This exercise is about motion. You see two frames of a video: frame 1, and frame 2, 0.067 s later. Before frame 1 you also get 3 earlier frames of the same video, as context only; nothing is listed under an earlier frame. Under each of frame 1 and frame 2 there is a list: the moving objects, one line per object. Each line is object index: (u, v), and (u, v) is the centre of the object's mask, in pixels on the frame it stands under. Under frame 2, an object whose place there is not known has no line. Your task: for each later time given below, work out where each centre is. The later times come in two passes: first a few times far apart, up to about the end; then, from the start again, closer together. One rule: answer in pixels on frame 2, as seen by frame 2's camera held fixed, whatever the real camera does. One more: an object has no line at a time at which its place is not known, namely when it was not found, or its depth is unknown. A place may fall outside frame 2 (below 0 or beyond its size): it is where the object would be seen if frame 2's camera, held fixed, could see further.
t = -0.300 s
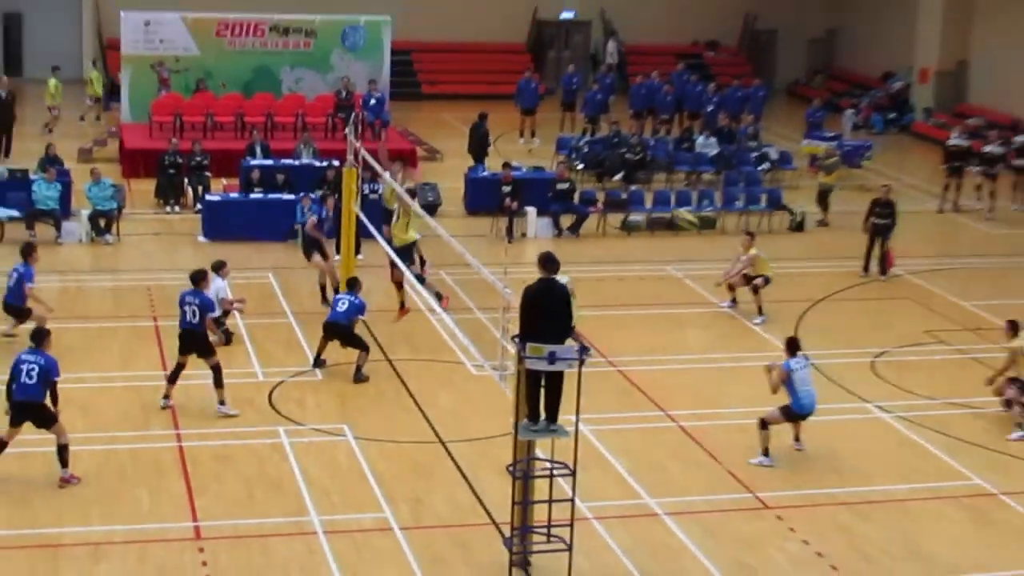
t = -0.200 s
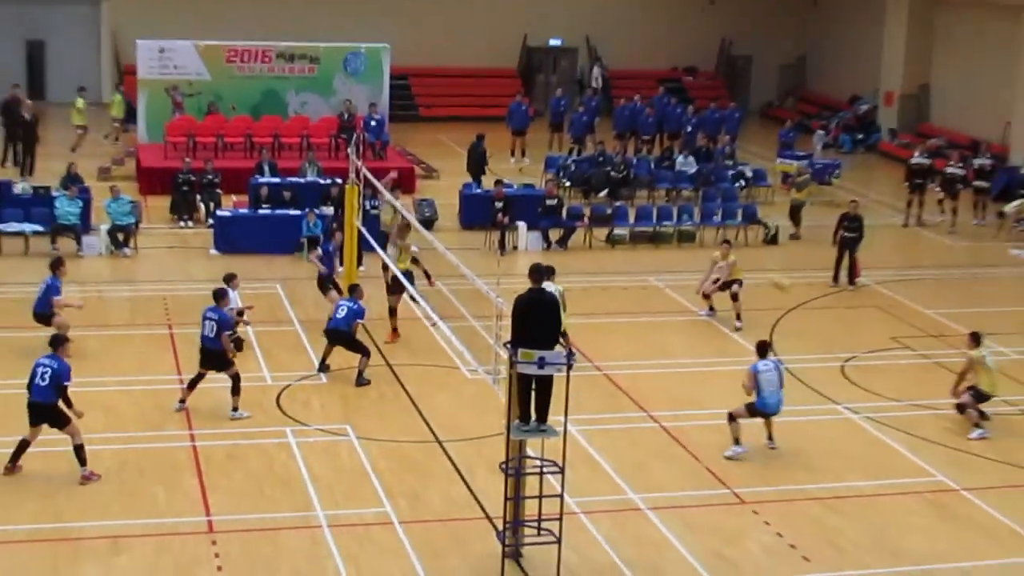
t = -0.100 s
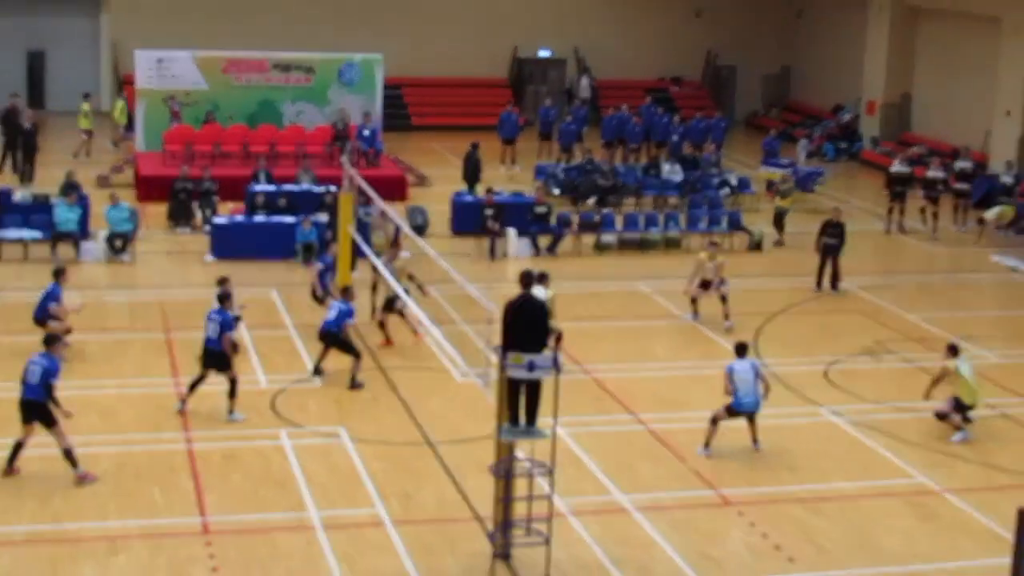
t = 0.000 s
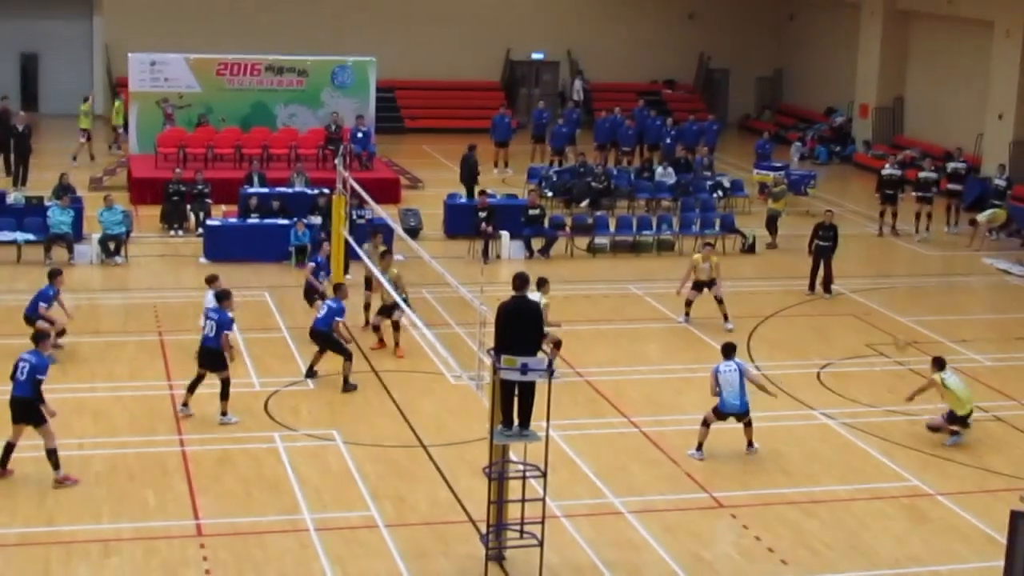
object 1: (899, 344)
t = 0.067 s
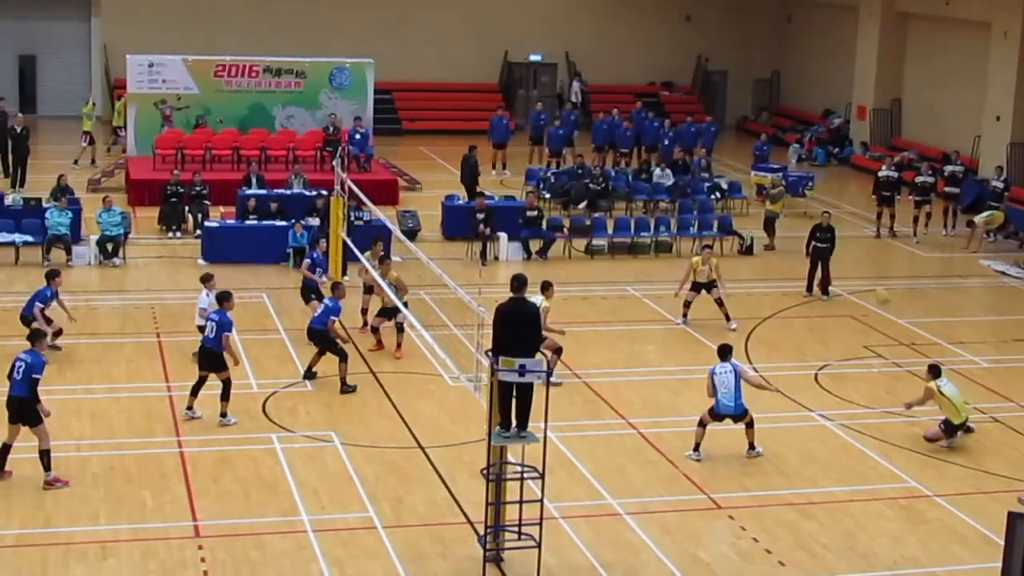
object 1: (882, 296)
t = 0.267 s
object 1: (834, 174)
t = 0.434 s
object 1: (796, 96)
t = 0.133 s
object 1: (865, 251)
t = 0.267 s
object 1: (834, 174)
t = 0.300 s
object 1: (826, 156)
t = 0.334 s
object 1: (819, 139)
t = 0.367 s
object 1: (812, 125)
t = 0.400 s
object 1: (804, 110)
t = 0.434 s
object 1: (796, 96)
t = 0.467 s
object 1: (790, 83)
